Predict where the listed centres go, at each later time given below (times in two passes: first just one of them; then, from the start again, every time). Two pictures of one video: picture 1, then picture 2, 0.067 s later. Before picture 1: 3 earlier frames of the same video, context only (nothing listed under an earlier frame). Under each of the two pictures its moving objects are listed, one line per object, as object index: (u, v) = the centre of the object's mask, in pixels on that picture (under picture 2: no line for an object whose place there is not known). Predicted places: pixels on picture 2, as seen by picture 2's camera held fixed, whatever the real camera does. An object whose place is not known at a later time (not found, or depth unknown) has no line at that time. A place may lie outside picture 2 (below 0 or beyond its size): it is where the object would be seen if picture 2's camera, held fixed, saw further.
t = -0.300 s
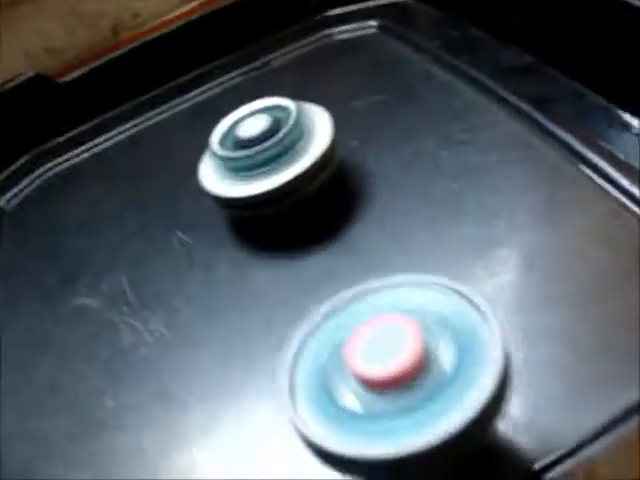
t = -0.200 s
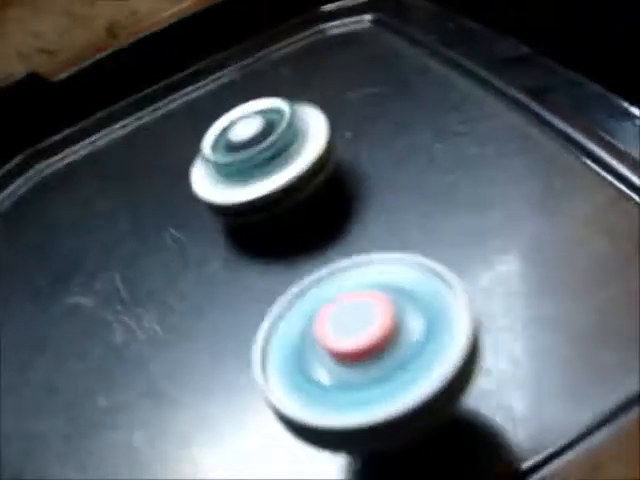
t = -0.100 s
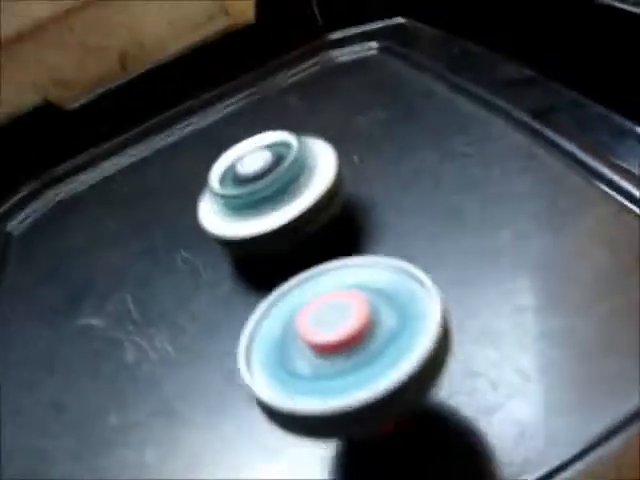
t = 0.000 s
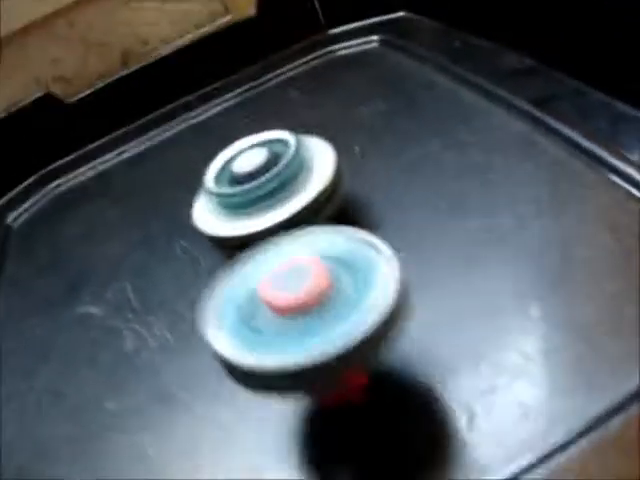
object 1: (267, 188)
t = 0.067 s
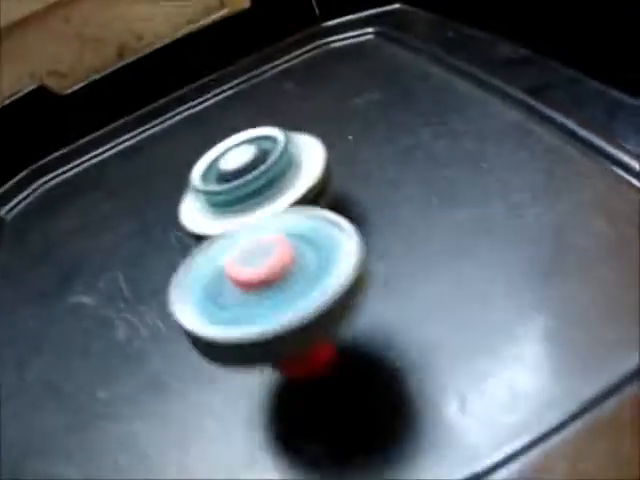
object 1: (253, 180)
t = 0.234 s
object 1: (253, 195)
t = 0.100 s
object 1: (250, 178)
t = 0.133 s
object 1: (249, 179)
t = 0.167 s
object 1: (250, 180)
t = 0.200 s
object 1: (252, 184)
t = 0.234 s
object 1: (253, 195)
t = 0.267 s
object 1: (252, 203)
